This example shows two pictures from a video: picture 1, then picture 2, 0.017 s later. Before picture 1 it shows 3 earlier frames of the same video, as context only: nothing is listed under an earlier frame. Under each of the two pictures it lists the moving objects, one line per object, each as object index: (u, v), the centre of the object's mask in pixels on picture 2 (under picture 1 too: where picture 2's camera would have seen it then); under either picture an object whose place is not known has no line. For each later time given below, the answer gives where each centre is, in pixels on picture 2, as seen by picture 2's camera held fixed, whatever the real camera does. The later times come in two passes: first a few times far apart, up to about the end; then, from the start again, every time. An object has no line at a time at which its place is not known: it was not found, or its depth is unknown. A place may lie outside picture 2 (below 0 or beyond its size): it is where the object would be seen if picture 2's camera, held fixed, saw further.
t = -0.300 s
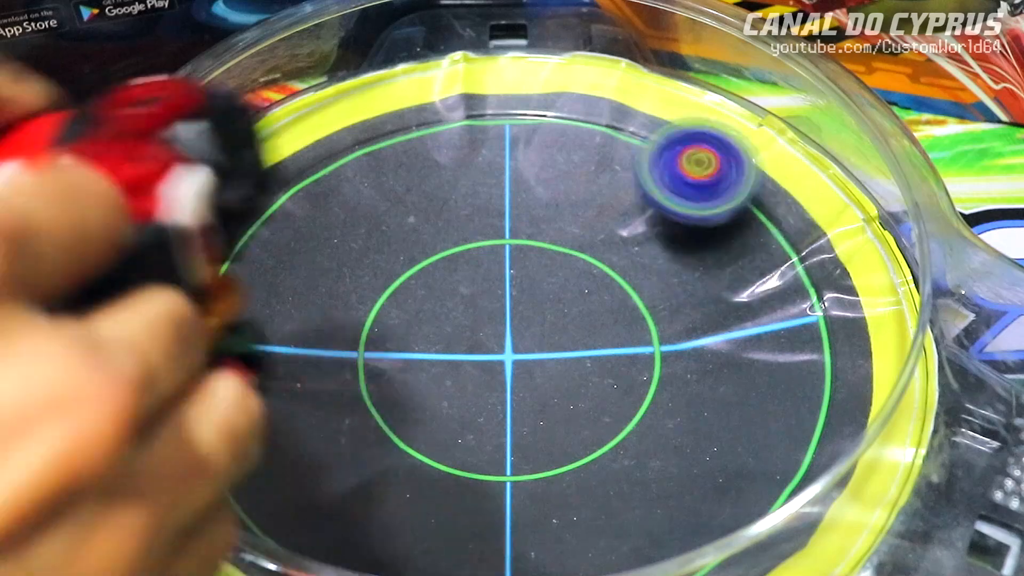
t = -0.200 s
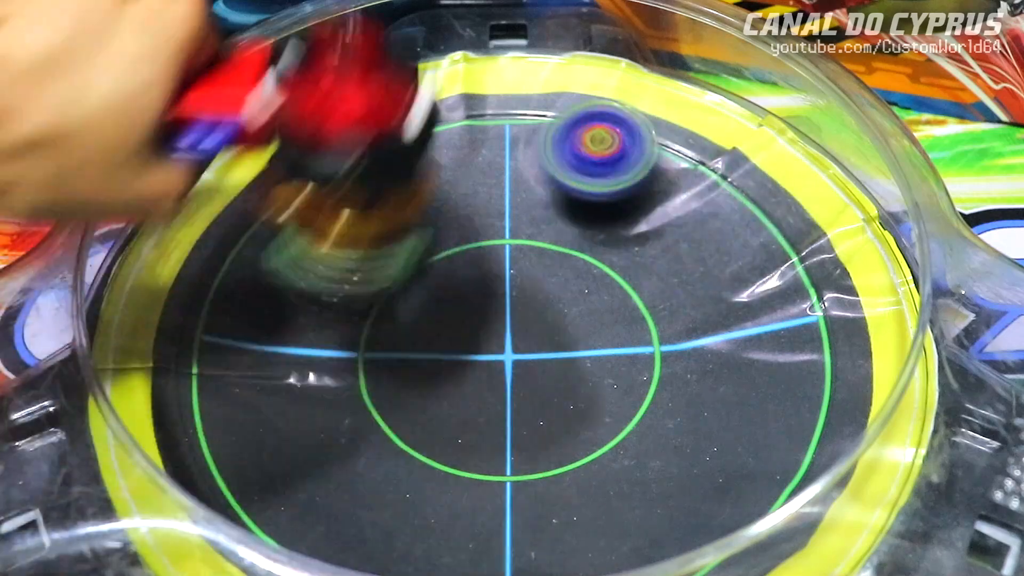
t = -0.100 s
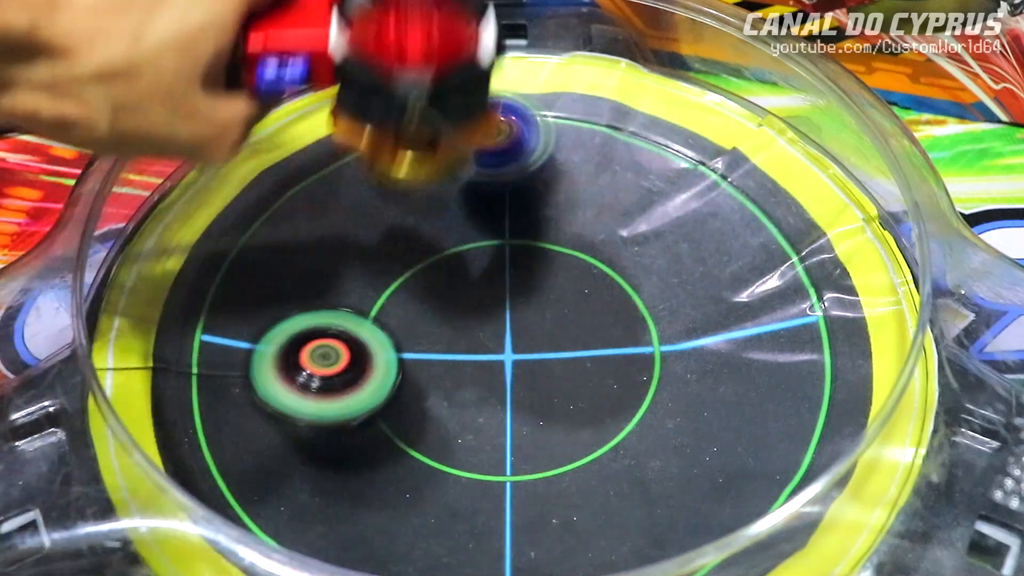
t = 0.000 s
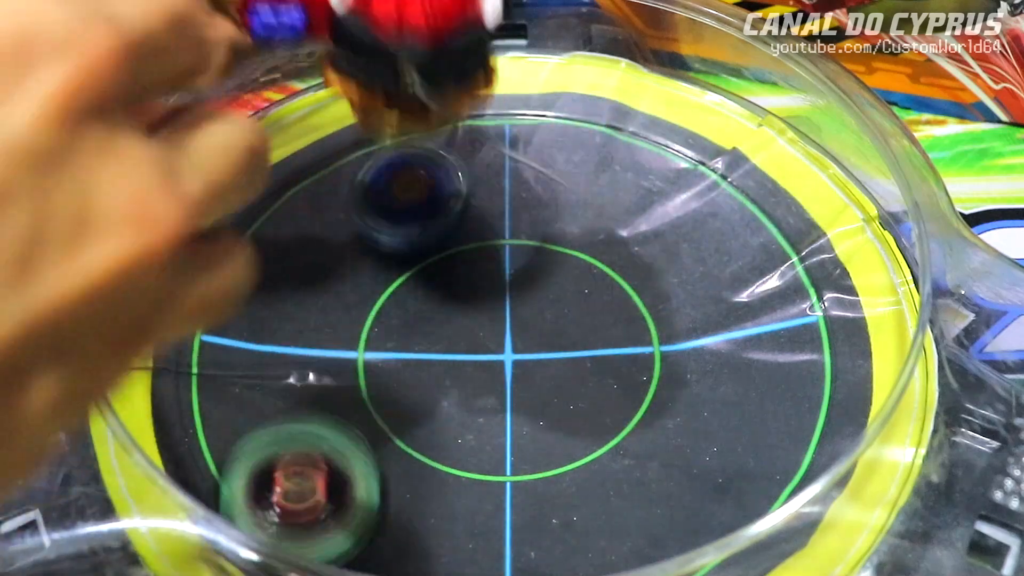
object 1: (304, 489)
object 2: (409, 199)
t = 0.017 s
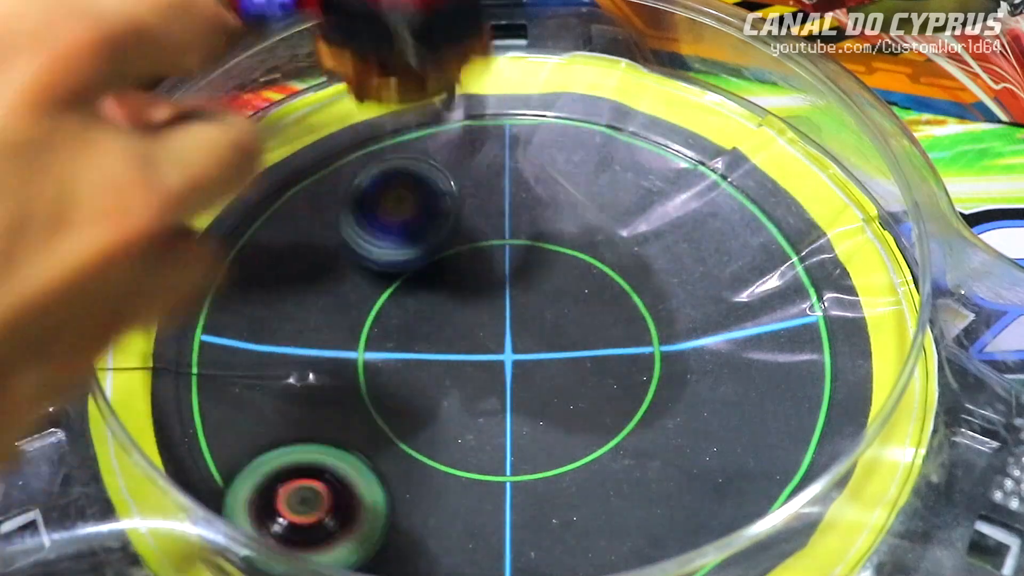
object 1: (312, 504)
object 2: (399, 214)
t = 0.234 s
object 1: (556, 524)
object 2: (471, 393)
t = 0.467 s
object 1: (754, 348)
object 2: (656, 252)
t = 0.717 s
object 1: (638, 185)
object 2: (390, 137)
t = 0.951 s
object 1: (374, 260)
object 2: (159, 336)
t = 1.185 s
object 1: (305, 479)
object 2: (595, 531)
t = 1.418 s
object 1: (640, 492)
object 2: (779, 225)
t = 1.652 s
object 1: (720, 236)
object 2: (472, 98)
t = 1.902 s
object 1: (396, 146)
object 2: (194, 311)
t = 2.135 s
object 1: (177, 333)
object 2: (451, 538)
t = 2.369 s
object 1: (489, 538)
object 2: (802, 382)
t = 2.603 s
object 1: (787, 331)
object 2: (595, 154)
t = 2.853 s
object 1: (575, 107)
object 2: (258, 191)
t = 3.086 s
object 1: (260, 171)
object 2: (264, 450)
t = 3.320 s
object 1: (288, 471)
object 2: (604, 481)
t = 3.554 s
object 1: (713, 465)
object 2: (716, 255)
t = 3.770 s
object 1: (756, 227)
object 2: (520, 161)
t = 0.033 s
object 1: (322, 507)
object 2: (390, 232)
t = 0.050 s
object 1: (333, 514)
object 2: (385, 251)
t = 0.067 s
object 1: (346, 523)
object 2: (383, 269)
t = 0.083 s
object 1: (363, 527)
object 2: (380, 290)
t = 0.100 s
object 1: (379, 531)
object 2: (382, 310)
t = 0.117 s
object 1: (398, 532)
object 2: (386, 333)
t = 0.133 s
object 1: (416, 533)
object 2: (392, 356)
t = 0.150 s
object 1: (437, 532)
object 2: (403, 377)
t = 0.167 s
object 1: (458, 528)
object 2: (414, 399)
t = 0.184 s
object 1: (480, 526)
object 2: (427, 414)
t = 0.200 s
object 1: (504, 521)
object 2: (438, 427)
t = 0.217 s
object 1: (529, 522)
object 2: (454, 419)
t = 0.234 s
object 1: (556, 524)
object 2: (471, 393)
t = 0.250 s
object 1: (581, 528)
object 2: (488, 369)
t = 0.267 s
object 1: (607, 530)
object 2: (504, 351)
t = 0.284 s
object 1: (629, 526)
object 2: (521, 337)
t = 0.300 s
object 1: (649, 523)
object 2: (536, 330)
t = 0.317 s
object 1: (672, 514)
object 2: (551, 327)
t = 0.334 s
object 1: (697, 515)
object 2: (566, 329)
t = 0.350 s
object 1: (704, 491)
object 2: (580, 317)
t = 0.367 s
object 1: (719, 474)
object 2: (595, 299)
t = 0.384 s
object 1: (733, 458)
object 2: (607, 287)
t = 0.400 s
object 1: (742, 438)
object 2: (619, 280)
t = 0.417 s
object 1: (749, 418)
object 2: (631, 277)
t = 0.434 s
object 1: (753, 398)
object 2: (643, 275)
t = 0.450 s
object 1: (754, 371)
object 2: (649, 262)
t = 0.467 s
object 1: (754, 348)
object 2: (656, 252)
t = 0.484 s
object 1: (752, 324)
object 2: (659, 244)
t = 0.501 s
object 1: (753, 307)
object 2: (654, 231)
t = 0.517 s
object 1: (751, 290)
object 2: (647, 217)
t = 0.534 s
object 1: (747, 274)
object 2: (640, 205)
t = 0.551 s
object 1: (741, 259)
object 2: (630, 193)
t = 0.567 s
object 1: (733, 245)
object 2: (621, 184)
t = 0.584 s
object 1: (723, 237)
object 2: (608, 177)
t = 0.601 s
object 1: (710, 219)
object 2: (594, 171)
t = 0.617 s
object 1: (695, 207)
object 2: (575, 165)
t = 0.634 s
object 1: (682, 199)
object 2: (559, 163)
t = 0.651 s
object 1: (677, 196)
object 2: (521, 154)
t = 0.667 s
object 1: (670, 192)
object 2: (487, 147)
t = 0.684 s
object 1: (661, 189)
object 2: (452, 142)
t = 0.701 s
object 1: (651, 186)
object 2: (422, 139)
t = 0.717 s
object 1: (638, 185)
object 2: (390, 137)
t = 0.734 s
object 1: (625, 185)
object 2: (360, 136)
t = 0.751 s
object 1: (610, 185)
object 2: (328, 136)
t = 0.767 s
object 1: (594, 187)
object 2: (303, 138)
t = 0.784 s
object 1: (576, 186)
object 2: (276, 144)
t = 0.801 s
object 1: (555, 189)
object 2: (250, 151)
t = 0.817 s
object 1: (536, 193)
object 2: (224, 160)
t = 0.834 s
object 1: (515, 199)
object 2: (200, 169)
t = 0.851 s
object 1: (495, 205)
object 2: (180, 186)
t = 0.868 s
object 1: (472, 210)
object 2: (171, 206)
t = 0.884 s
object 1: (452, 220)
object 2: (167, 230)
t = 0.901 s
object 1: (433, 229)
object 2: (161, 256)
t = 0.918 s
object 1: (411, 236)
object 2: (157, 282)
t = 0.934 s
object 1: (393, 248)
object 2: (155, 308)
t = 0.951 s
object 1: (374, 260)
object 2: (159, 336)
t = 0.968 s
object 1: (357, 275)
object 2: (170, 367)
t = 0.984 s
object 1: (341, 288)
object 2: (186, 388)
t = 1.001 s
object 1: (326, 303)
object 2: (207, 420)
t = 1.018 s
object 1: (314, 319)
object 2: (229, 448)
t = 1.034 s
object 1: (303, 335)
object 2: (254, 475)
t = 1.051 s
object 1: (294, 354)
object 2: (279, 490)
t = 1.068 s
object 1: (288, 371)
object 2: (311, 507)
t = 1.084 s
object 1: (282, 389)
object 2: (347, 525)
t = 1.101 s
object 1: (280, 406)
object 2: (378, 536)
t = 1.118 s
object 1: (280, 422)
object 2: (415, 540)
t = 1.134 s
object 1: (283, 440)
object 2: (456, 544)
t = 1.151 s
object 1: (287, 454)
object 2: (508, 544)
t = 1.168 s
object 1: (295, 468)
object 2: (552, 539)
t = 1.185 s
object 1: (305, 479)
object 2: (595, 531)
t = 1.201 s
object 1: (320, 490)
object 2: (631, 520)
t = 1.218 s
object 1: (336, 499)
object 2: (668, 505)
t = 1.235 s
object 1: (355, 507)
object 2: (703, 488)
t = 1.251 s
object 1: (376, 515)
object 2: (735, 467)
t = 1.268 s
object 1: (398, 518)
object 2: (765, 443)
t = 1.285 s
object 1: (421, 522)
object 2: (789, 424)
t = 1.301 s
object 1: (446, 523)
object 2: (808, 396)
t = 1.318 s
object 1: (474, 524)
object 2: (822, 378)
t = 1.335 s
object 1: (501, 523)
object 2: (823, 349)
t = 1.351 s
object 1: (529, 522)
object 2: (820, 323)
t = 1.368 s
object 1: (558, 518)
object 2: (812, 295)
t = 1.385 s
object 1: (587, 513)
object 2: (804, 269)
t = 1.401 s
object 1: (613, 504)
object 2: (793, 246)
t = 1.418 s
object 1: (640, 492)
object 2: (779, 225)
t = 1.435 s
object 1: (662, 479)
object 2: (766, 207)
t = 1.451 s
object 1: (684, 464)
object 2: (747, 187)
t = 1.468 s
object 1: (702, 449)
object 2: (726, 170)
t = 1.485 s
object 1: (719, 429)
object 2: (707, 152)
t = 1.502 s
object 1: (732, 410)
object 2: (683, 140)
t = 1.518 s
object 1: (742, 392)
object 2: (660, 129)
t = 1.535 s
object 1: (750, 370)
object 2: (637, 120)
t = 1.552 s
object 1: (753, 351)
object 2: (616, 111)
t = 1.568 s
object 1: (753, 328)
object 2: (591, 104)
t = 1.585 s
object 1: (753, 309)
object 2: (568, 102)
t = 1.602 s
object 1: (748, 290)
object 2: (543, 97)
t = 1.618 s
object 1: (741, 273)
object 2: (519, 97)
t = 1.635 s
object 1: (731, 255)
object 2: (495, 98)
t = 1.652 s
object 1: (720, 236)
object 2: (472, 98)
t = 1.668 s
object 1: (705, 221)
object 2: (449, 104)
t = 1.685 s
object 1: (688, 211)
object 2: (428, 110)
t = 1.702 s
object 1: (672, 200)
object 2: (406, 115)
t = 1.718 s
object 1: (653, 187)
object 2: (383, 126)
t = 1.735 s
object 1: (634, 176)
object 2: (362, 137)
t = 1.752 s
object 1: (614, 169)
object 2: (340, 150)
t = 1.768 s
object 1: (592, 159)
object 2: (318, 165)
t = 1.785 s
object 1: (571, 153)
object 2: (298, 181)
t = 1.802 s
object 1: (547, 148)
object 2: (275, 194)
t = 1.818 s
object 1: (522, 145)
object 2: (258, 212)
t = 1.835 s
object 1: (498, 143)
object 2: (241, 233)
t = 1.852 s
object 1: (471, 142)
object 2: (225, 253)
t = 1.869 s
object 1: (447, 143)
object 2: (210, 272)
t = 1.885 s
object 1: (423, 145)
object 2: (200, 289)
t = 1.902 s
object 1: (396, 146)
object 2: (194, 311)
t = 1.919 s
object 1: (371, 149)
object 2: (184, 333)
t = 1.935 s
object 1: (346, 155)
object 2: (181, 352)
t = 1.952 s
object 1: (323, 161)
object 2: (181, 375)
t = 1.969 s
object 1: (303, 173)
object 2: (192, 398)
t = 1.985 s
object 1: (281, 179)
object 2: (207, 423)
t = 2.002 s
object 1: (262, 190)
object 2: (222, 442)
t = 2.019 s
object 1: (244, 200)
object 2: (241, 460)
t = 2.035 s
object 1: (226, 215)
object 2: (264, 476)
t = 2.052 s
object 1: (211, 230)
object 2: (290, 493)
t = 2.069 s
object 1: (198, 249)
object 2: (320, 509)
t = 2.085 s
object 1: (186, 266)
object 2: (350, 520)
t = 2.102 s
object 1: (177, 286)
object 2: (382, 529)
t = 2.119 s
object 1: (174, 309)
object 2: (415, 534)
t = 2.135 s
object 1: (177, 333)
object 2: (451, 538)
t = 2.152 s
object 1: (183, 358)
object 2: (486, 540)
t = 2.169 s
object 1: (191, 383)
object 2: (526, 540)
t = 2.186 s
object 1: (200, 407)
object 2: (563, 538)
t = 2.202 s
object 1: (214, 426)
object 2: (595, 532)
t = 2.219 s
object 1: (232, 449)
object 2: (625, 526)
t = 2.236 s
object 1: (250, 467)
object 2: (652, 516)
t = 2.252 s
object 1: (274, 486)
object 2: (678, 506)
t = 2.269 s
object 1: (299, 501)
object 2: (704, 493)
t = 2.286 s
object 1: (326, 514)
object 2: (730, 477)
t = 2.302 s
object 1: (355, 524)
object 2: (752, 459)
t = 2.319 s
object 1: (386, 531)
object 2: (771, 441)
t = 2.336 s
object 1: (417, 536)
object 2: (786, 422)
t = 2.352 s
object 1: (454, 538)
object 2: (796, 399)
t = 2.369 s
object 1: (489, 538)
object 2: (802, 382)
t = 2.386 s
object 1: (526, 537)
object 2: (803, 359)
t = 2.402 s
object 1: (560, 533)
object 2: (801, 337)
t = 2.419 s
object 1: (594, 527)
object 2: (796, 318)
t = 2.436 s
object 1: (624, 521)
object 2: (787, 298)
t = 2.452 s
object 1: (651, 508)
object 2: (774, 278)
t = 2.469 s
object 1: (678, 495)
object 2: (761, 263)
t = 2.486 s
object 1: (704, 478)
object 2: (746, 248)
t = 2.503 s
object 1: (726, 461)
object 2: (730, 231)
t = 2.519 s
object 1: (744, 442)
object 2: (708, 215)
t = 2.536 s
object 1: (759, 419)
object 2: (687, 201)
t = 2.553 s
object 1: (773, 398)
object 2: (663, 185)
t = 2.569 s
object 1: (780, 375)
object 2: (644, 175)
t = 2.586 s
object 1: (785, 353)
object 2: (620, 163)
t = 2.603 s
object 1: (787, 331)
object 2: (595, 154)
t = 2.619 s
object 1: (787, 309)
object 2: (572, 148)
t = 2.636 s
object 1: (783, 289)
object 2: (546, 139)
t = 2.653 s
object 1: (777, 271)
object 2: (520, 133)
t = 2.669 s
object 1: (769, 249)
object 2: (492, 129)
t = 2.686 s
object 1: (759, 231)
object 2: (468, 127)
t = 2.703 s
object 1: (748, 217)
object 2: (444, 126)
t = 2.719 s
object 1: (734, 201)
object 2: (420, 126)
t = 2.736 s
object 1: (717, 185)
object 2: (397, 130)
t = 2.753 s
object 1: (700, 167)
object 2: (372, 133)
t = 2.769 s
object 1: (681, 155)
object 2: (349, 140)
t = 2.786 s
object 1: (660, 144)
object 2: (328, 148)
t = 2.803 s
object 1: (640, 134)
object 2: (307, 156)
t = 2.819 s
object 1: (619, 125)
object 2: (290, 165)
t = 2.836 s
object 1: (597, 115)
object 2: (272, 178)
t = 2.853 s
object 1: (575, 107)
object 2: (258, 191)
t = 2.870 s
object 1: (552, 102)
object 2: (245, 206)
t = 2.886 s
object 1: (525, 96)
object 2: (234, 224)
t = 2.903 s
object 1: (502, 94)
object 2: (225, 244)
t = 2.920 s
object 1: (479, 92)
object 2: (217, 260)
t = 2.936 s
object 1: (455, 93)
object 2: (211, 282)
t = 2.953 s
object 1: (431, 93)
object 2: (205, 301)
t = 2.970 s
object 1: (406, 96)
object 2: (203, 321)
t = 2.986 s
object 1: (383, 99)
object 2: (203, 340)
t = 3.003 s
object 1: (360, 106)
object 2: (205, 361)
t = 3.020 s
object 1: (339, 113)
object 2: (210, 379)
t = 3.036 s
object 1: (316, 128)
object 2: (218, 398)
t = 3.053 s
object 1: (298, 140)
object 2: (230, 414)
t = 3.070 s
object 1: (277, 156)
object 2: (246, 431)
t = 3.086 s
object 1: (260, 171)
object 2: (264, 450)
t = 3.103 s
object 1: (245, 188)
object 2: (282, 461)
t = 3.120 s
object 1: (232, 207)
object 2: (303, 475)
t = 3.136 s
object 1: (220, 228)
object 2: (325, 486)
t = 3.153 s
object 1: (210, 247)
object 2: (349, 496)
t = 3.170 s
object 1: (204, 269)
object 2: (375, 502)
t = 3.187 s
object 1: (199, 291)
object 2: (400, 508)
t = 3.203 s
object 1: (198, 314)
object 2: (425, 511)
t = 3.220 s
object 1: (201, 339)
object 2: (453, 513)
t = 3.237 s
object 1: (206, 364)
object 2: (481, 512)
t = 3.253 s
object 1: (214, 387)
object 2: (510, 511)
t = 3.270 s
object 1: (227, 412)
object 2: (536, 506)
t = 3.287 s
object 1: (241, 432)
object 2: (561, 501)
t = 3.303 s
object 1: (262, 453)
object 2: (584, 490)
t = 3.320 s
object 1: (288, 471)
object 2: (604, 481)
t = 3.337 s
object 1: (313, 487)
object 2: (625, 470)
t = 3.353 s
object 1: (342, 501)
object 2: (645, 456)
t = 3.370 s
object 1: (372, 511)
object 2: (665, 440)
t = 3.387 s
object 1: (403, 518)
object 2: (679, 423)
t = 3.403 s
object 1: (437, 523)
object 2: (692, 409)
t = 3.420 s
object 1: (471, 524)
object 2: (702, 391)
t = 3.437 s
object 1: (505, 525)
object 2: (712, 374)
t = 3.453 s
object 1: (540, 524)
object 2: (719, 356)
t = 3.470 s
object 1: (574, 520)
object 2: (725, 338)
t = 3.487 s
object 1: (607, 513)
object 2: (728, 319)
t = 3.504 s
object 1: (636, 503)
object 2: (728, 301)
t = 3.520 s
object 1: (663, 493)
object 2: (726, 283)
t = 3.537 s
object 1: (689, 480)
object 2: (721, 268)
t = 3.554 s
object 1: (713, 465)
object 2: (716, 255)
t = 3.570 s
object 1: (732, 446)
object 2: (711, 242)
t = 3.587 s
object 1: (751, 430)
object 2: (701, 228)
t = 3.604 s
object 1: (766, 413)
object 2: (690, 217)
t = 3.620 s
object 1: (778, 397)
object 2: (676, 208)
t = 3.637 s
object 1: (785, 375)
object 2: (664, 202)
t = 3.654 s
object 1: (790, 359)
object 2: (647, 190)
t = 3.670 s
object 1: (792, 336)
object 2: (631, 182)
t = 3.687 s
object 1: (792, 317)
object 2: (613, 177)
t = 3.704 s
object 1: (790, 299)
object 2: (595, 171)
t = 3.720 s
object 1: (783, 277)
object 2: (576, 166)
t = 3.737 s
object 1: (776, 261)
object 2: (560, 163)
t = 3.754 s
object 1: (768, 244)
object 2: (540, 162)
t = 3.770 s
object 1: (756, 227)
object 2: (520, 161)
